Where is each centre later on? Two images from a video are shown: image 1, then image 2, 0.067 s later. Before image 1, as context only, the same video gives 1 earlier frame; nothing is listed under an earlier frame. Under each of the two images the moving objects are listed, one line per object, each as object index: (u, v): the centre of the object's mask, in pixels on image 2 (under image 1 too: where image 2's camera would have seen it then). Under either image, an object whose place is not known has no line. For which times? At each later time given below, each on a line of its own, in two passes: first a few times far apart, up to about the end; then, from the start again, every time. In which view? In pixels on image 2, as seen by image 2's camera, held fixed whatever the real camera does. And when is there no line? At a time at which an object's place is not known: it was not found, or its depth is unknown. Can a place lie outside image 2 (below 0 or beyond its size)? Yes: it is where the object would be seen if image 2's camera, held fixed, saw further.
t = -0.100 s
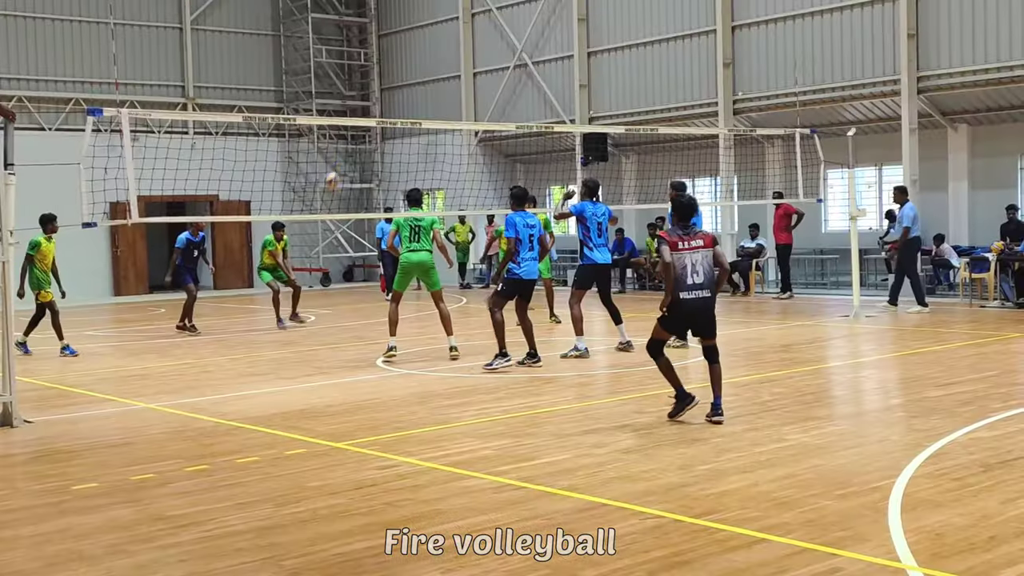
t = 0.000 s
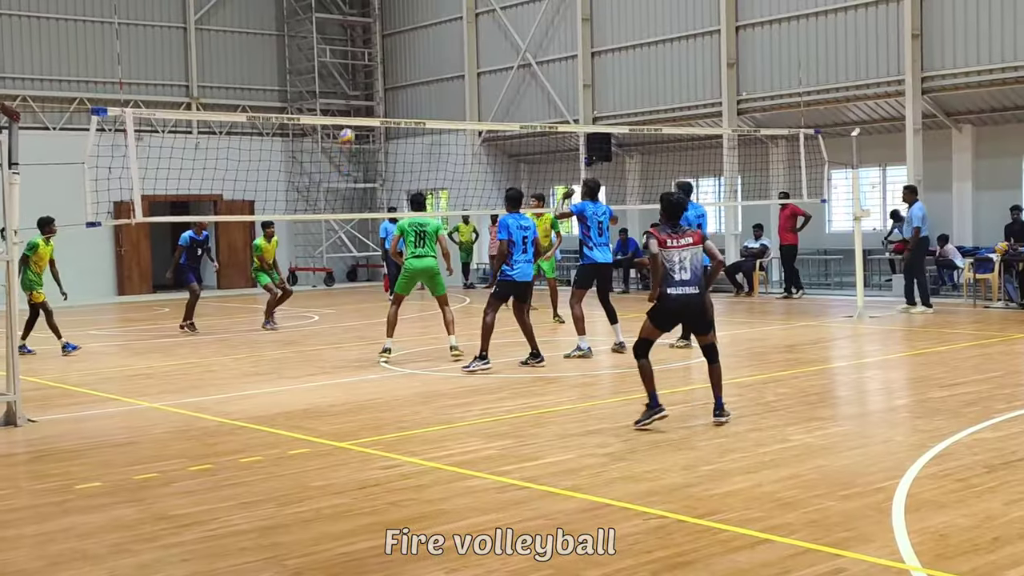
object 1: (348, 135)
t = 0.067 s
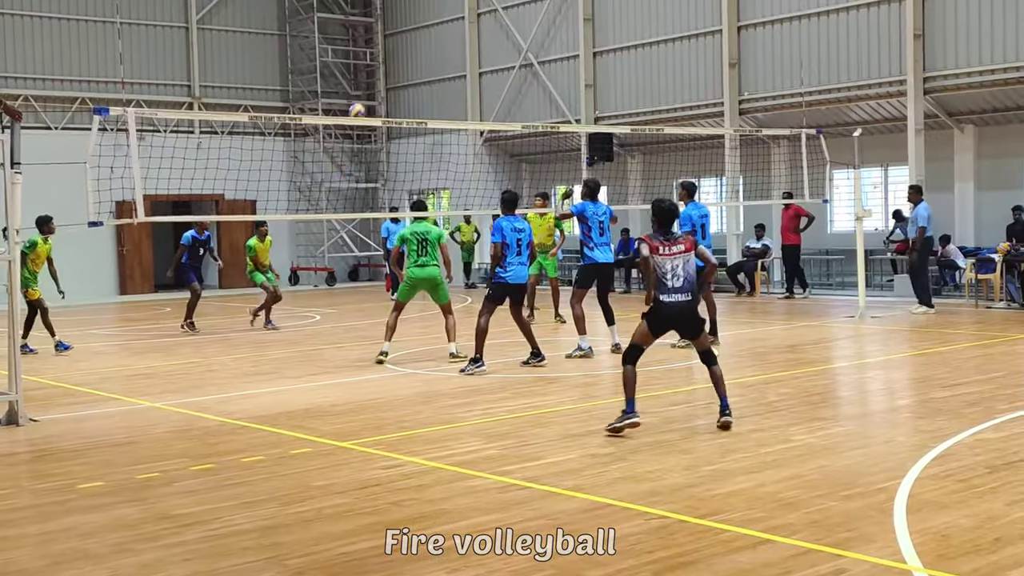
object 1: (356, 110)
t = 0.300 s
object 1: (387, 47)
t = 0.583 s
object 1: (428, 23)
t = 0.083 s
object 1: (359, 106)
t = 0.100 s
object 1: (361, 100)
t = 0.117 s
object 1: (363, 94)
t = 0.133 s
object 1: (365, 89)
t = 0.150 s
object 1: (367, 84)
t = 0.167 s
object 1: (369, 80)
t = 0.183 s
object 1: (372, 75)
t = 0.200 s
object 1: (373, 69)
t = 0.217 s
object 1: (375, 65)
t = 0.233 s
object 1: (378, 61)
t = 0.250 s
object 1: (381, 58)
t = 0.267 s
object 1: (382, 54)
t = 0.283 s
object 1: (385, 51)
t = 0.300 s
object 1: (387, 47)
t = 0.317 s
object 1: (390, 44)
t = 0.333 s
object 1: (392, 41)
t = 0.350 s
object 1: (394, 38)
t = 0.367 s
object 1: (397, 35)
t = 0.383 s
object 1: (399, 33)
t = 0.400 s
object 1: (401, 31)
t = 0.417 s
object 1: (403, 29)
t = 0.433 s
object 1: (406, 27)
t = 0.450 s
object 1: (408, 26)
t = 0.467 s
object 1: (411, 25)
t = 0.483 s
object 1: (413, 24)
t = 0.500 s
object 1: (416, 23)
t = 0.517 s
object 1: (418, 23)
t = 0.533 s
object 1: (421, 22)
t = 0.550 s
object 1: (423, 22)
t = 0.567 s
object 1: (426, 22)
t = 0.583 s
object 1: (428, 23)
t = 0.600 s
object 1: (431, 23)
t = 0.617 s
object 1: (434, 24)
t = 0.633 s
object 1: (437, 25)
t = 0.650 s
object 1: (439, 26)
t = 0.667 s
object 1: (443, 27)
